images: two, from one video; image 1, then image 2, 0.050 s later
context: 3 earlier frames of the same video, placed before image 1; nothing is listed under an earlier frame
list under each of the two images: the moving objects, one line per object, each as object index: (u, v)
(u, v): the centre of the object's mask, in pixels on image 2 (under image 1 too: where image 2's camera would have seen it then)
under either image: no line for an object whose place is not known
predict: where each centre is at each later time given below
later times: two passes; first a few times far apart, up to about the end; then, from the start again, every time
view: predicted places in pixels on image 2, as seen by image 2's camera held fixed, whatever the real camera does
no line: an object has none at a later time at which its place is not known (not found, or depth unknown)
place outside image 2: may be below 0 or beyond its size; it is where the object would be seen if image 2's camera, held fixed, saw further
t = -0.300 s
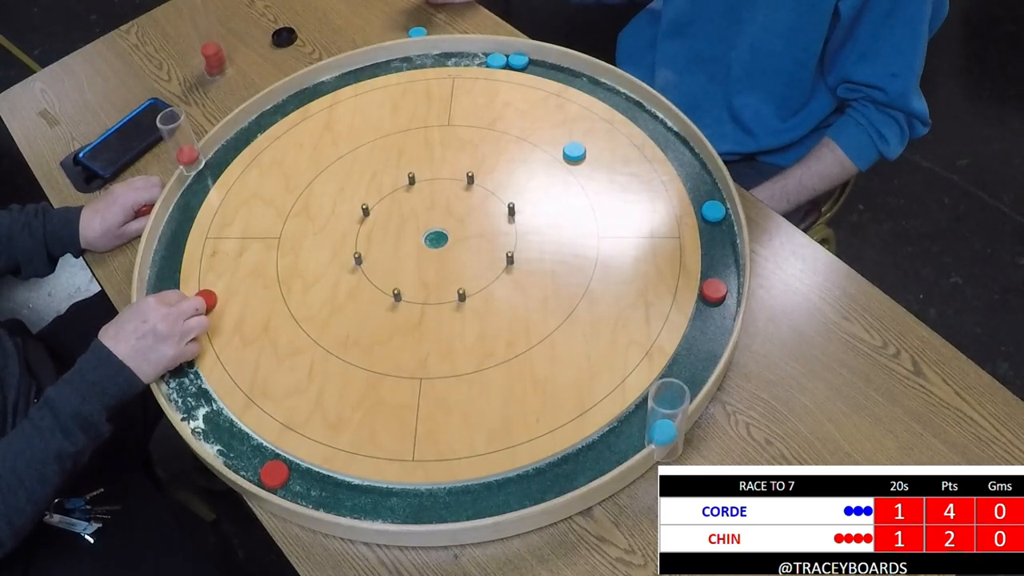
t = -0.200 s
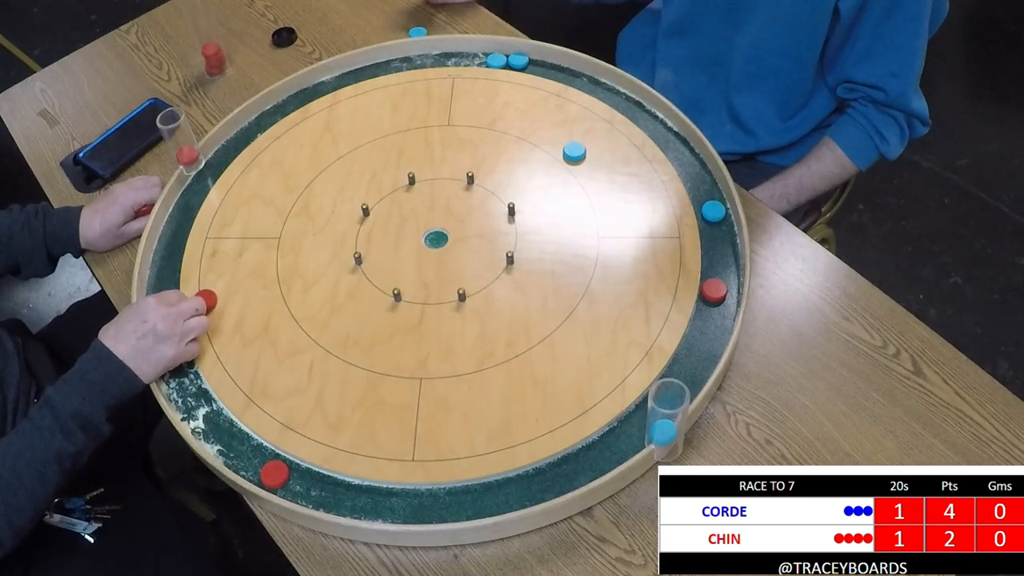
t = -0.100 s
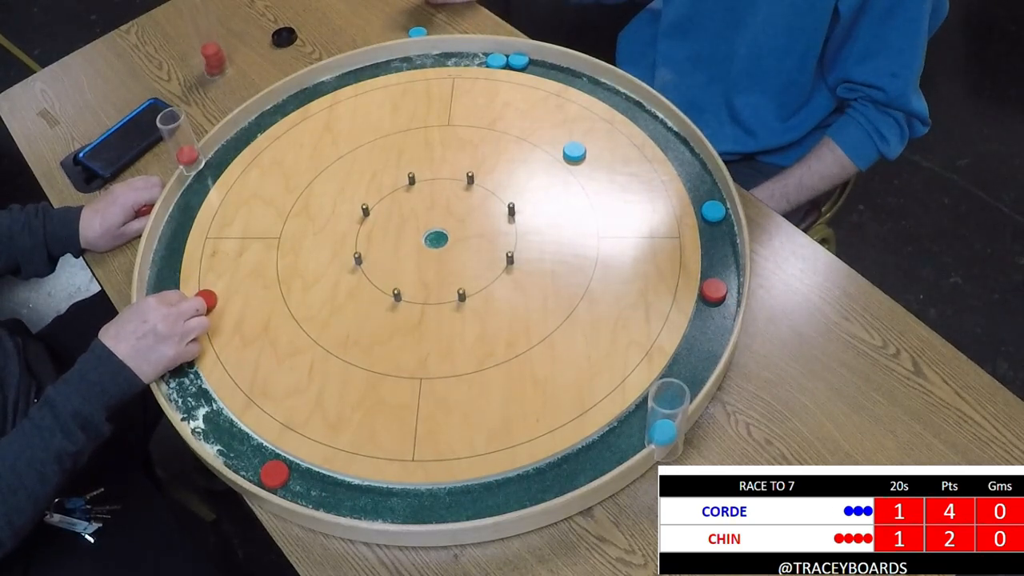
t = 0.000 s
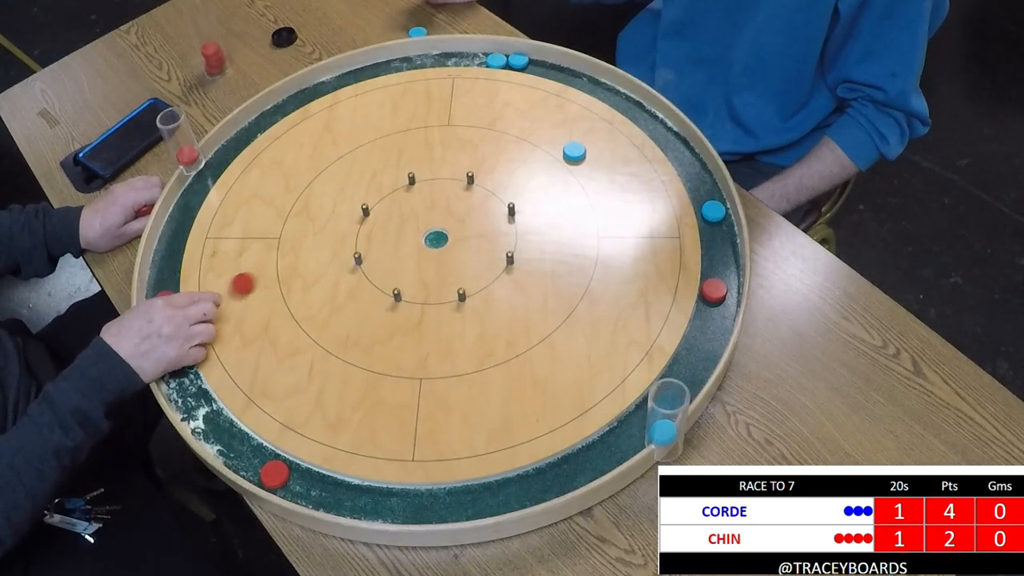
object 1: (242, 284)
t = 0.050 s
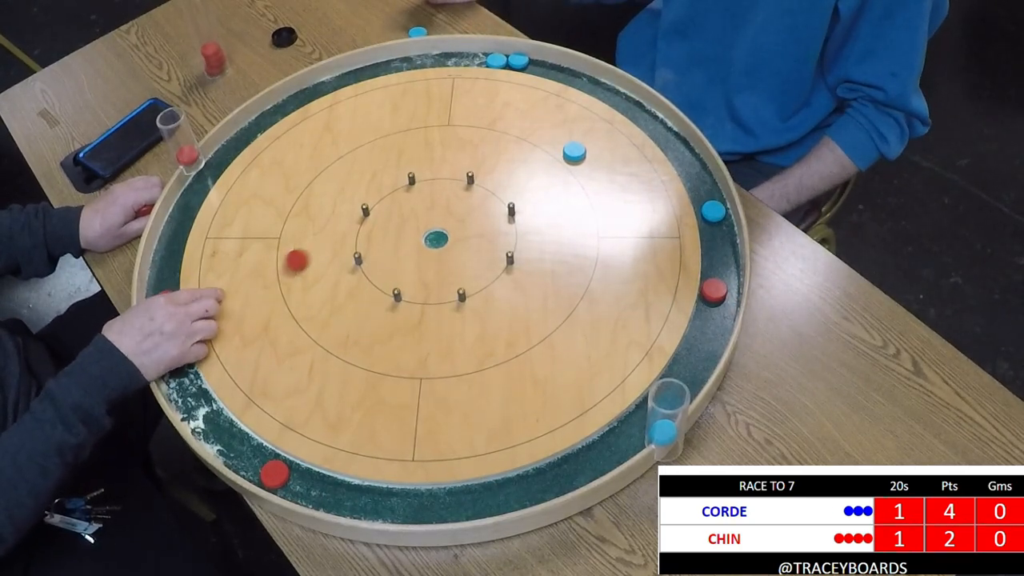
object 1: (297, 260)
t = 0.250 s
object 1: (460, 205)
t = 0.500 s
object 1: (424, 335)
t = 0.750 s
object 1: (370, 434)
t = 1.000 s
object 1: (336, 500)
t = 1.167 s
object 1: (337, 489)
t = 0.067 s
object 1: (314, 252)
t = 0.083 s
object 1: (331, 245)
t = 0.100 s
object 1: (348, 238)
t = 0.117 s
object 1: (364, 231)
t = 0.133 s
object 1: (381, 224)
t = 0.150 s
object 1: (397, 217)
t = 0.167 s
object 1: (413, 210)
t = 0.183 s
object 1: (428, 204)
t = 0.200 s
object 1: (443, 197)
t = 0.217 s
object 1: (458, 191)
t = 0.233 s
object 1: (462, 195)
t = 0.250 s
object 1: (460, 205)
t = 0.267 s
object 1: (459, 214)
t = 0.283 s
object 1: (457, 223)
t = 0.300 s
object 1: (456, 232)
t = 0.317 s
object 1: (454, 242)
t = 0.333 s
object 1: (452, 251)
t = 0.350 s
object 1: (451, 260)
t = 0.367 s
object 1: (449, 269)
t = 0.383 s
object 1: (448, 278)
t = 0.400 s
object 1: (446, 287)
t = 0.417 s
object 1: (444, 296)
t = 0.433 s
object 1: (440, 304)
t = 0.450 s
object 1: (436, 312)
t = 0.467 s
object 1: (432, 320)
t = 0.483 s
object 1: (428, 327)
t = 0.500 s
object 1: (424, 335)
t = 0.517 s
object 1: (420, 342)
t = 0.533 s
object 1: (416, 350)
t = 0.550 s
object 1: (412, 358)
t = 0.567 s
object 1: (408, 365)
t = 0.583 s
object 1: (405, 372)
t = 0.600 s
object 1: (401, 379)
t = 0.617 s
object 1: (397, 386)
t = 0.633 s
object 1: (394, 392)
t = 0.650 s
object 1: (390, 399)
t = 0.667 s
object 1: (386, 405)
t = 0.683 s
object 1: (383, 411)
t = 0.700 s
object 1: (380, 417)
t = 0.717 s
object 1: (376, 423)
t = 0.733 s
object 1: (373, 429)
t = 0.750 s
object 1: (370, 434)
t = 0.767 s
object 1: (367, 439)
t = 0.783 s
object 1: (364, 444)
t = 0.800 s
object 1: (361, 449)
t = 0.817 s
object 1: (359, 453)
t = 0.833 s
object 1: (356, 458)
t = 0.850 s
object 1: (354, 462)
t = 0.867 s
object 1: (351, 465)
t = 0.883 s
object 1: (349, 469)
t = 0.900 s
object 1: (347, 473)
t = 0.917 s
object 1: (345, 477)
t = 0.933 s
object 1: (343, 481)
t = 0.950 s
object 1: (342, 486)
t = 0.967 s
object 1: (339, 491)
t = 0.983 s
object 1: (337, 495)
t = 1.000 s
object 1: (336, 500)
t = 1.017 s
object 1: (334, 503)
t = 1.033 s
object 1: (333, 503)
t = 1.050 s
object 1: (334, 501)
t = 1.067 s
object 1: (334, 500)
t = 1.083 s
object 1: (335, 497)
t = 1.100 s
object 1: (335, 495)
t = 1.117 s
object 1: (336, 493)
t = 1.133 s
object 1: (336, 490)
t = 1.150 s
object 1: (337, 489)
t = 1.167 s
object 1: (337, 489)
